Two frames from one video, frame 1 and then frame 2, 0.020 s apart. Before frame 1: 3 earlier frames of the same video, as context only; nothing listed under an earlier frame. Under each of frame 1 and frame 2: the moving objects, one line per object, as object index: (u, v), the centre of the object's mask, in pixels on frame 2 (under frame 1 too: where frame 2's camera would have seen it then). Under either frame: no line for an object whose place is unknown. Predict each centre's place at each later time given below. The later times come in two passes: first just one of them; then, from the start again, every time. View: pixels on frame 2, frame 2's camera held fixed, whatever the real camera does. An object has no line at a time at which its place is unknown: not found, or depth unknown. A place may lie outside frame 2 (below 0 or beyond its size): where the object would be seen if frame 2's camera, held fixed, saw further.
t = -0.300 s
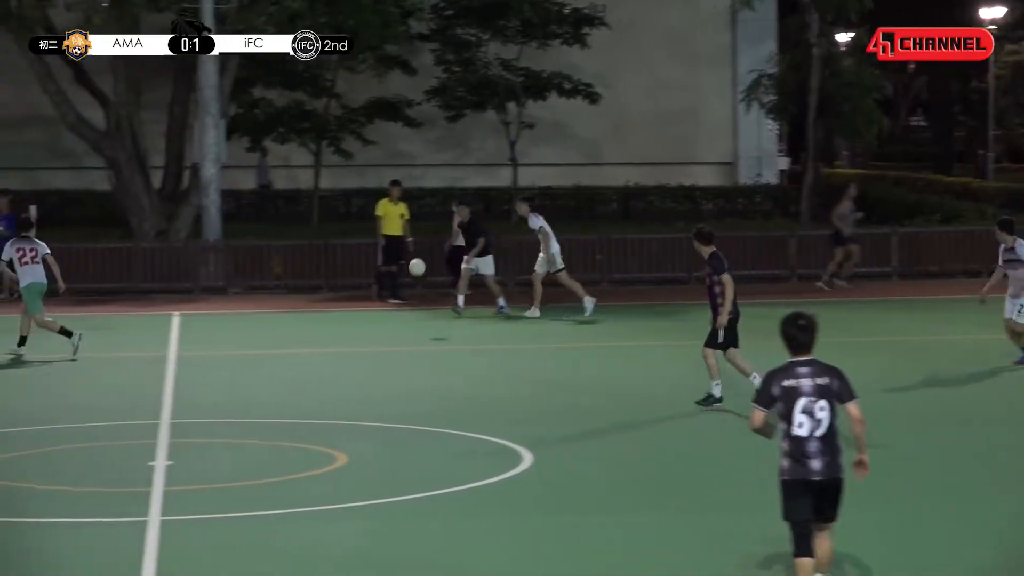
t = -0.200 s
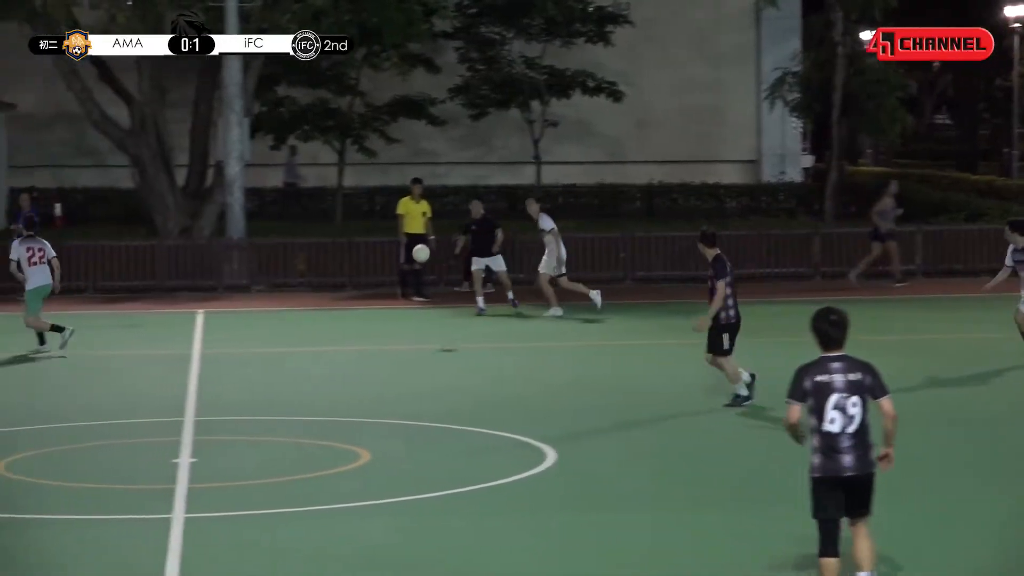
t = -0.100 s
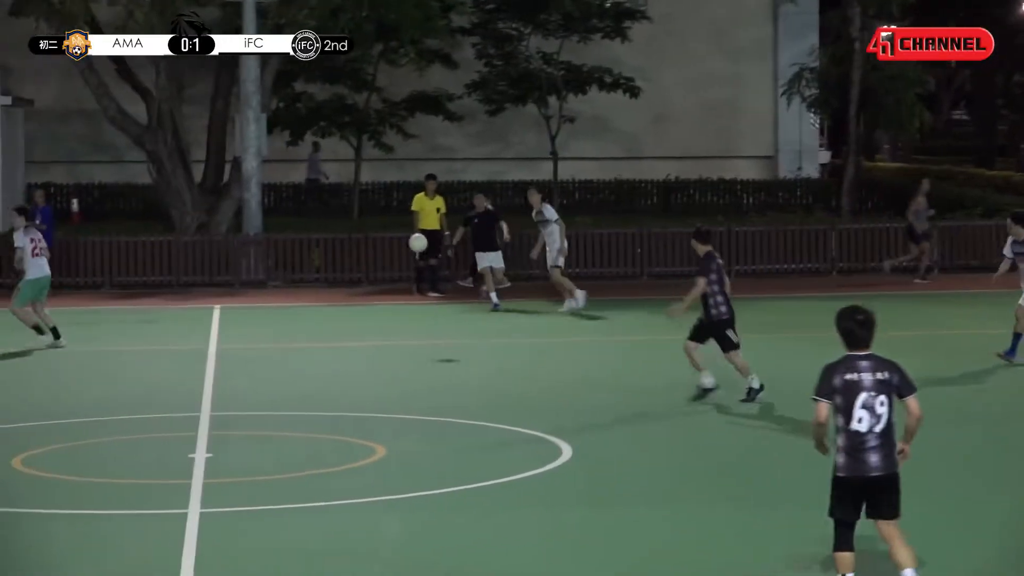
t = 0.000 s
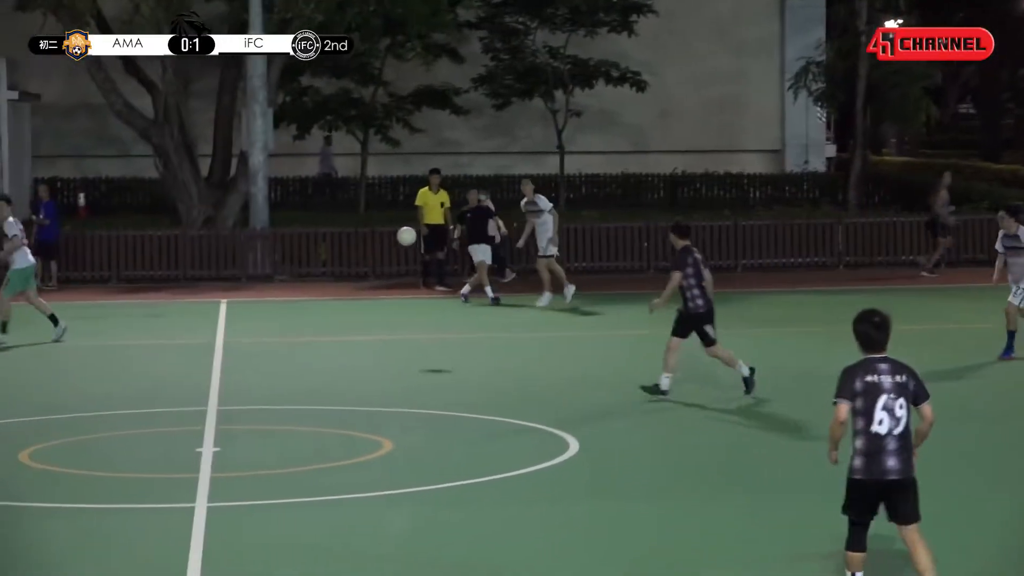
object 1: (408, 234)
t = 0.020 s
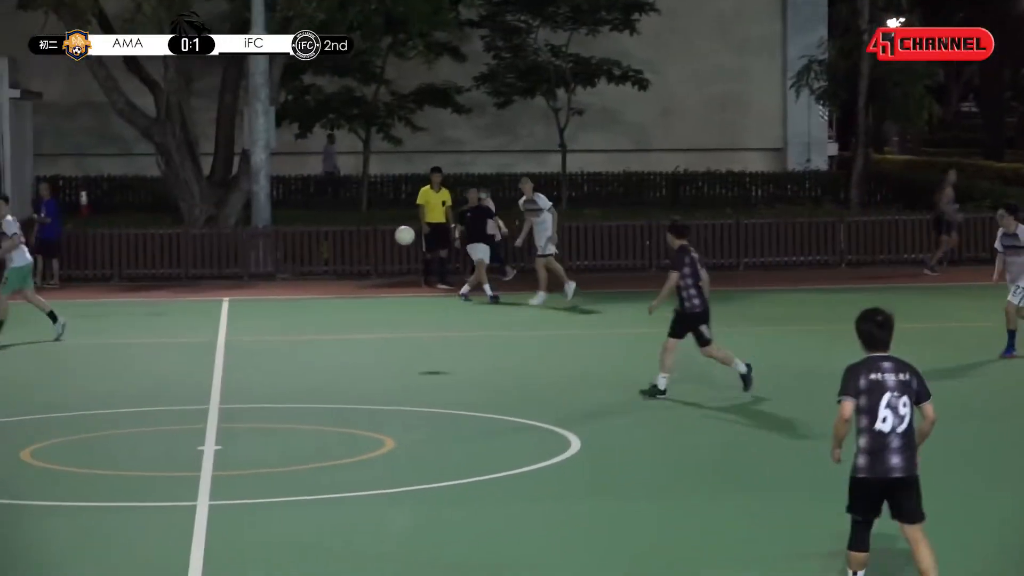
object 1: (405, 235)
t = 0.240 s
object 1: (368, 264)
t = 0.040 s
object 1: (401, 235)
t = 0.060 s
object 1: (397, 236)
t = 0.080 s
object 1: (393, 238)
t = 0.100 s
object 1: (390, 239)
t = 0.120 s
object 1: (387, 242)
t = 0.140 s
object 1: (383, 244)
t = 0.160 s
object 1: (381, 247)
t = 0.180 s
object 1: (378, 250)
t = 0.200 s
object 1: (374, 254)
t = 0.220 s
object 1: (371, 259)
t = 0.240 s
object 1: (368, 264)
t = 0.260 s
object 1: (365, 268)
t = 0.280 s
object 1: (362, 274)
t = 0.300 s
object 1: (359, 278)
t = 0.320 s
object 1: (356, 284)
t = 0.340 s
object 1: (353, 289)
